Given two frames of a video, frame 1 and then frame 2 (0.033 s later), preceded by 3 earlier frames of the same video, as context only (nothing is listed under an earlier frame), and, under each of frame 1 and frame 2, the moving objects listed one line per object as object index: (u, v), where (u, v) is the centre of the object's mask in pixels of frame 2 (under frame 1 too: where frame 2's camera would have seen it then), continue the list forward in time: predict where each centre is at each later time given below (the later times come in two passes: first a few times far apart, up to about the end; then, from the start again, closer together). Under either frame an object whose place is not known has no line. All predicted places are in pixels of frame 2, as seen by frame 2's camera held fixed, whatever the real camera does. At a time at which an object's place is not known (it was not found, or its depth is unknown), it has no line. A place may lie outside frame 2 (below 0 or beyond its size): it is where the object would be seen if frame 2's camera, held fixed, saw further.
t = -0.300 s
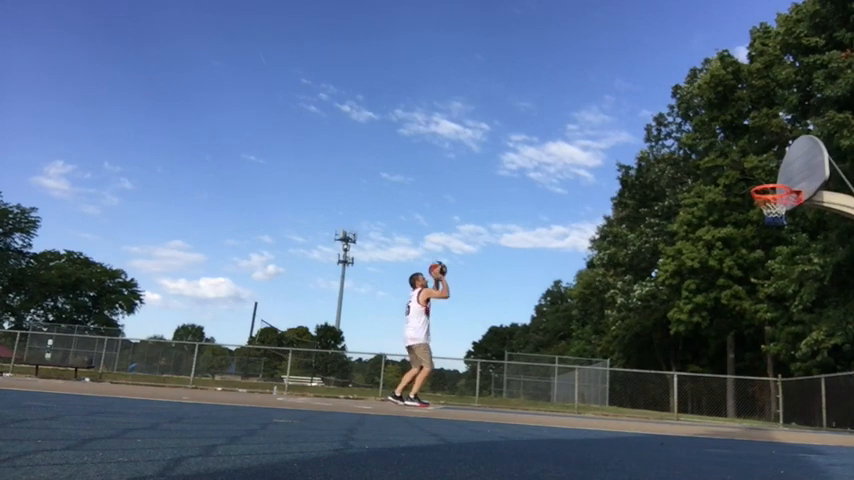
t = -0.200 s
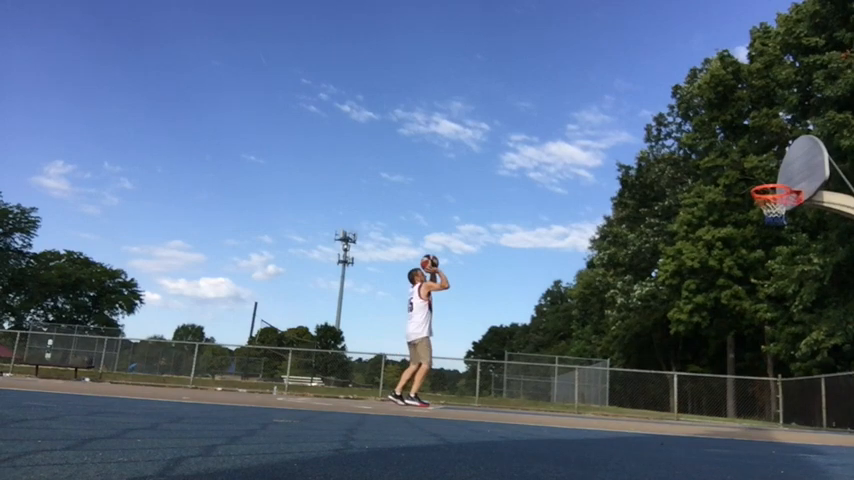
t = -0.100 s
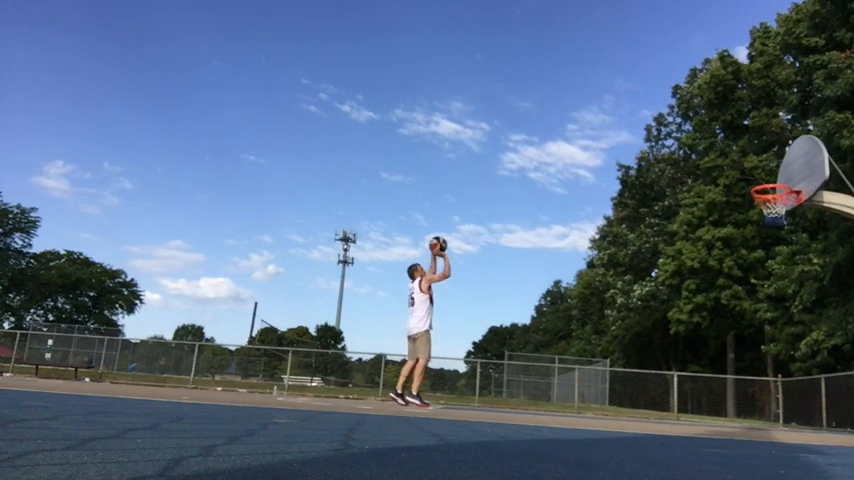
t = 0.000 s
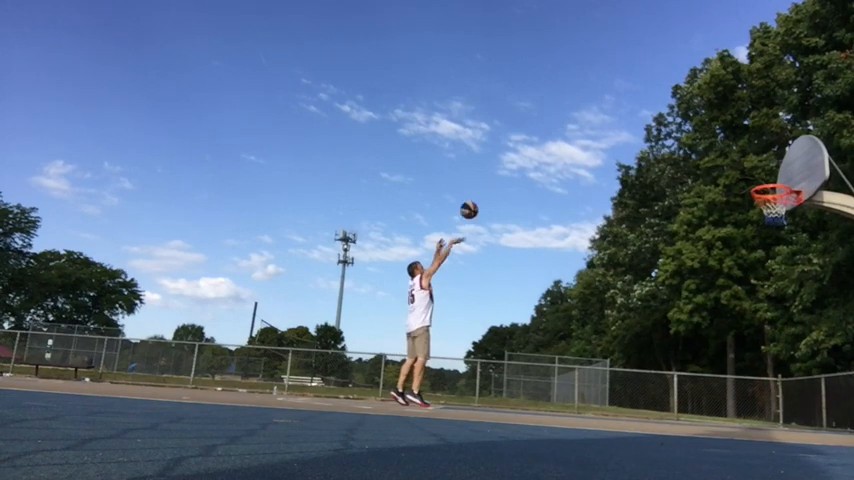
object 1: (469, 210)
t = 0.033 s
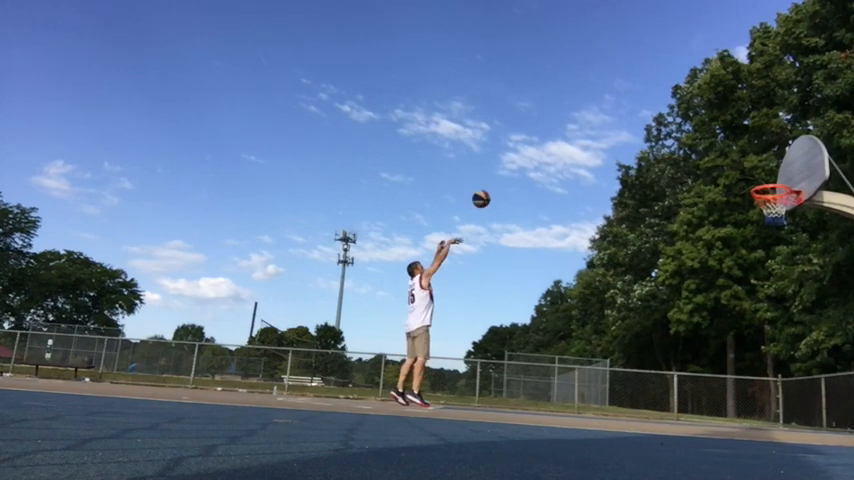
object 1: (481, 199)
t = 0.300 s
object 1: (573, 141)
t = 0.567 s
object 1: (660, 133)
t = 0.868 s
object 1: (759, 181)
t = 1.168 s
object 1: (798, 246)
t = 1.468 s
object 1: (831, 383)
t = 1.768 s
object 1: (822, 322)
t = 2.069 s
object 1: (804, 263)
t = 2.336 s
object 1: (789, 282)
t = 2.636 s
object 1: (775, 393)
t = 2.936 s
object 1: (757, 331)
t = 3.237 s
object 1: (738, 316)
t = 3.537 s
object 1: (719, 411)
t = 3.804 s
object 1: (698, 345)
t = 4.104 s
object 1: (674, 368)
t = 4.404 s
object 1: (646, 362)
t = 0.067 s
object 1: (493, 189)
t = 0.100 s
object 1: (505, 179)
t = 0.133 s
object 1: (516, 171)
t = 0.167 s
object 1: (528, 163)
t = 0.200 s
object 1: (539, 156)
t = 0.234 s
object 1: (551, 150)
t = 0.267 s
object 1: (562, 145)
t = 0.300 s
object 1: (573, 141)
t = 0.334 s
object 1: (584, 137)
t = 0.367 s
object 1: (596, 134)
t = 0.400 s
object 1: (607, 132)
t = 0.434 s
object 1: (617, 131)
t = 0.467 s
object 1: (629, 130)
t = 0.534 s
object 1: (651, 132)
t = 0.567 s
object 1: (660, 133)
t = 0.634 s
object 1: (683, 137)
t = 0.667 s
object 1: (694, 140)
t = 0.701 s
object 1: (704, 145)
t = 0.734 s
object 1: (715, 152)
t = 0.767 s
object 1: (726, 159)
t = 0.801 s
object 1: (737, 167)
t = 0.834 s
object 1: (749, 175)
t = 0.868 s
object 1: (759, 181)
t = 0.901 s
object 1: (770, 195)
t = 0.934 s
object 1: (776, 199)
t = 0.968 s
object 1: (781, 206)
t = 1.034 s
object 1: (787, 217)
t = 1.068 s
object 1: (790, 224)
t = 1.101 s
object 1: (792, 230)
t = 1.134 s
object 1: (795, 238)
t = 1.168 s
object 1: (798, 246)
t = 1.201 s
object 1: (801, 258)
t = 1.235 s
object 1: (805, 270)
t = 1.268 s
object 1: (807, 281)
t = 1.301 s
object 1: (811, 295)
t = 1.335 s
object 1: (814, 310)
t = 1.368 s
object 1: (818, 326)
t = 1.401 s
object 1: (822, 342)
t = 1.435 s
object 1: (826, 362)
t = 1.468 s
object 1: (831, 383)
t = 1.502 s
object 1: (835, 404)
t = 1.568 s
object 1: (836, 406)
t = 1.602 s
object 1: (834, 389)
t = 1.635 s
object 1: (832, 374)
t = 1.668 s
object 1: (829, 359)
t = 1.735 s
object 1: (825, 333)
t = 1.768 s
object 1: (822, 322)
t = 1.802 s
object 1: (820, 311)
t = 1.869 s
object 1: (816, 293)
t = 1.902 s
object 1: (814, 285)
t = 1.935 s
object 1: (812, 279)
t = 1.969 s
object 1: (810, 274)
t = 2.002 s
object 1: (807, 268)
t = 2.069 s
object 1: (804, 263)
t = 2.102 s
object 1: (802, 262)
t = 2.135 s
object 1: (800, 261)
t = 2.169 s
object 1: (798, 262)
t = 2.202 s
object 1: (796, 264)
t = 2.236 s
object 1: (794, 266)
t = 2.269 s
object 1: (793, 270)
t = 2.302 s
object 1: (791, 276)
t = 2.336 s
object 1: (789, 282)
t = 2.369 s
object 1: (788, 290)
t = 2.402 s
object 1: (786, 298)
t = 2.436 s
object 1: (785, 307)
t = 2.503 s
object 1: (781, 331)
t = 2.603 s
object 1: (776, 375)
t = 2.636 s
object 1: (775, 393)
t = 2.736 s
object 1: (770, 395)
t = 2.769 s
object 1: (768, 381)
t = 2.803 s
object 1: (766, 368)
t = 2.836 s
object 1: (764, 357)
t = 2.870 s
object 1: (761, 347)
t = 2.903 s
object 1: (760, 338)
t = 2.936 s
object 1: (757, 331)
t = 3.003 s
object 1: (753, 318)
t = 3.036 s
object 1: (751, 314)
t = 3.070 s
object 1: (749, 312)
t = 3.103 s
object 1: (746, 310)
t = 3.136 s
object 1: (744, 310)
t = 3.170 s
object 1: (742, 310)
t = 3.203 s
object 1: (740, 313)
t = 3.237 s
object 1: (738, 316)
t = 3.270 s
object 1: (736, 321)
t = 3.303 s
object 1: (734, 327)
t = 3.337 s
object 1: (731, 334)
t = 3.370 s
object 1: (729, 343)
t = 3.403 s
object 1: (728, 352)
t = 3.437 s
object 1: (725, 365)
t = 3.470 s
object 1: (723, 379)
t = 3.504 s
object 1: (721, 394)
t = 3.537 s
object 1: (719, 411)
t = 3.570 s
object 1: (716, 406)
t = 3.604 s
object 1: (714, 392)
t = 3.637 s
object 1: (712, 382)
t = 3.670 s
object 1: (710, 372)
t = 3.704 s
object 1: (706, 363)
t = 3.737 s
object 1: (704, 356)
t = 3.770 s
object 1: (701, 350)
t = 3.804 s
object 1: (698, 345)
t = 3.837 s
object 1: (696, 342)
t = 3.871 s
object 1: (693, 340)
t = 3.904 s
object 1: (691, 340)
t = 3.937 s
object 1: (688, 340)
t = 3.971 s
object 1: (685, 343)
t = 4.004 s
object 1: (682, 347)
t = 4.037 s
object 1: (679, 352)
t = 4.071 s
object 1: (677, 359)
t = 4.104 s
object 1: (674, 368)
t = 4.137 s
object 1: (671, 379)
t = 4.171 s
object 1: (668, 391)
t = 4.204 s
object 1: (666, 405)
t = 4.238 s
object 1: (663, 404)
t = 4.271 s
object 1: (660, 391)
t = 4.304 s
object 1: (656, 382)
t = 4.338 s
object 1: (654, 375)
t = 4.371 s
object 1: (650, 368)
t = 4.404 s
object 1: (646, 362)
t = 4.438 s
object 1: (643, 359)
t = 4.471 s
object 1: (640, 357)
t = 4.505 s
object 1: (636, 356)
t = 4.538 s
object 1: (633, 357)
